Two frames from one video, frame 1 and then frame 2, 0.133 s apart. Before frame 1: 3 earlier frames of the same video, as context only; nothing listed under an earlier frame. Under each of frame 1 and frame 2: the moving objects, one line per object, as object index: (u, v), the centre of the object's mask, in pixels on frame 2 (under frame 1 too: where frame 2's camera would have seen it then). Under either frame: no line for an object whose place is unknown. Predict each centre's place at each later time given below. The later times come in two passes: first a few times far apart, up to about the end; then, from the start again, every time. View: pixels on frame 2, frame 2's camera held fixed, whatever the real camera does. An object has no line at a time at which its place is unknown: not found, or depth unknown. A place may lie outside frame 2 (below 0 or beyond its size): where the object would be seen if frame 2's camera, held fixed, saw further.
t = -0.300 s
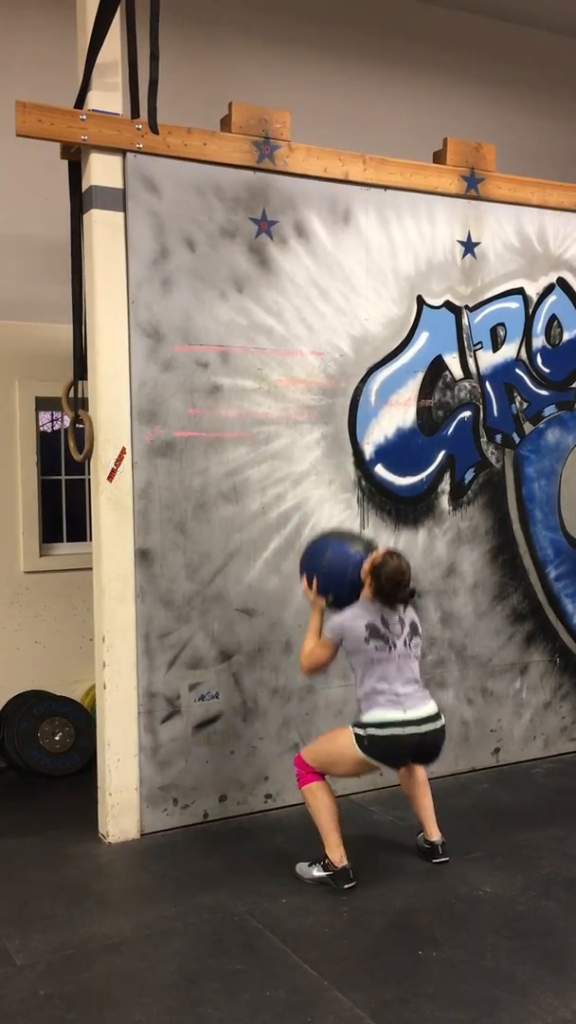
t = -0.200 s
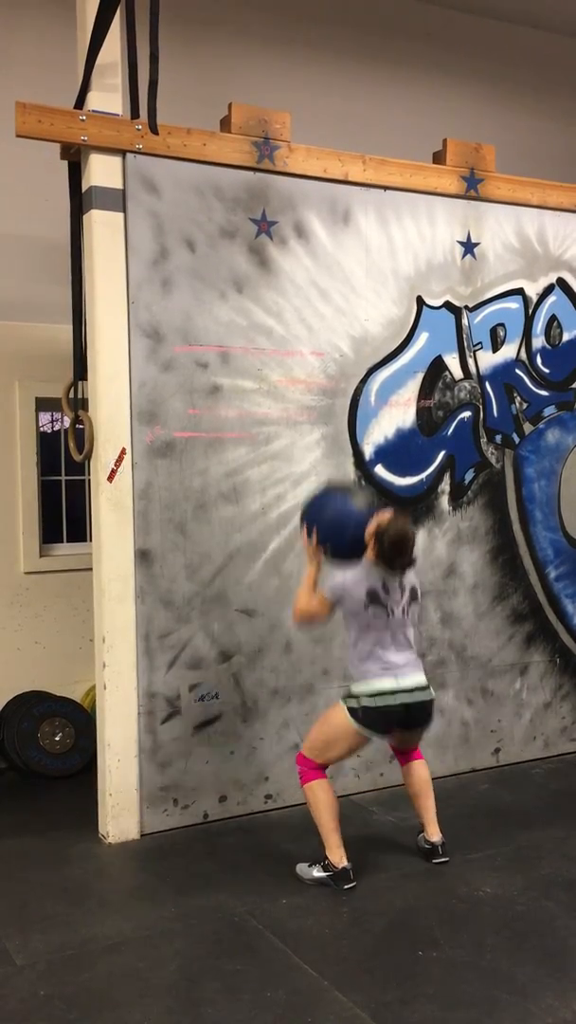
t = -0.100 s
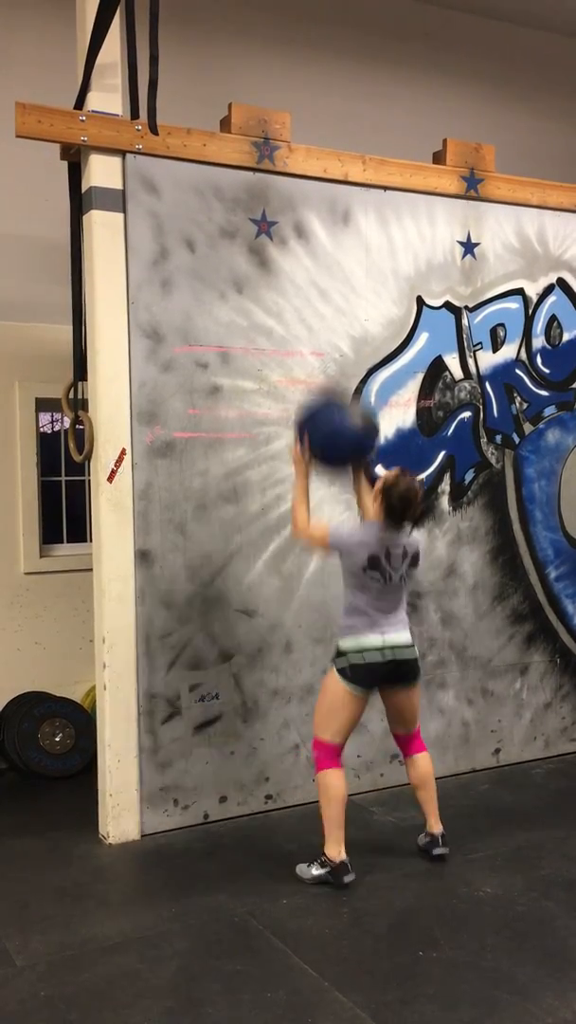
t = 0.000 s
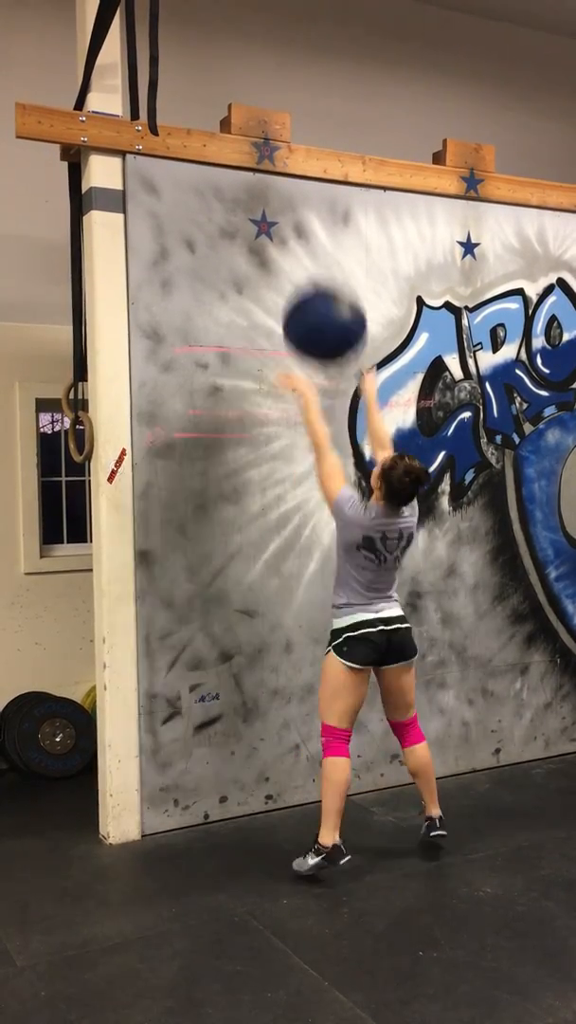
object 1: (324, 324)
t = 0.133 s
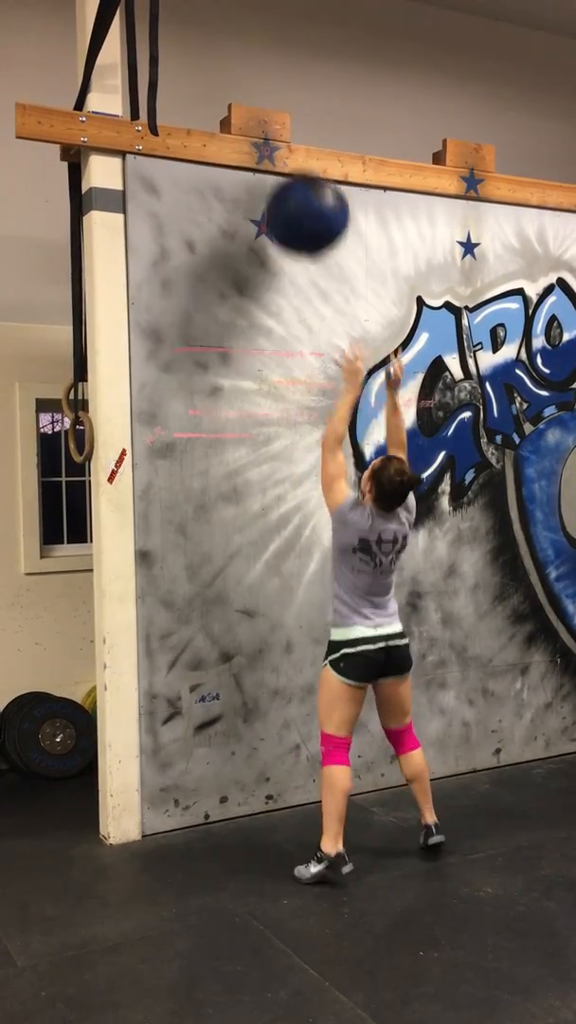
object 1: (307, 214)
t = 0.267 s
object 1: (291, 146)
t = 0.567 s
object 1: (290, 136)
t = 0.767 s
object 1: (301, 239)
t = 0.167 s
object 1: (303, 193)
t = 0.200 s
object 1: (298, 175)
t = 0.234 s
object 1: (294, 159)
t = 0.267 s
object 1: (291, 146)
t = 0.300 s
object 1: (286, 137)
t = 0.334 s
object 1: (283, 131)
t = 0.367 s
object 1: (282, 126)
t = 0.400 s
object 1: (283, 122)
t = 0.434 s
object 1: (284, 121)
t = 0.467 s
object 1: (285, 121)
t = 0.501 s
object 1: (287, 124)
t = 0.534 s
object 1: (289, 129)
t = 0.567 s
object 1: (290, 136)
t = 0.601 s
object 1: (292, 147)
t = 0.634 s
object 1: (294, 161)
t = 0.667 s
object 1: (295, 176)
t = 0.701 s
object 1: (297, 195)
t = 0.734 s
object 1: (299, 217)
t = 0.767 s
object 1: (301, 239)
